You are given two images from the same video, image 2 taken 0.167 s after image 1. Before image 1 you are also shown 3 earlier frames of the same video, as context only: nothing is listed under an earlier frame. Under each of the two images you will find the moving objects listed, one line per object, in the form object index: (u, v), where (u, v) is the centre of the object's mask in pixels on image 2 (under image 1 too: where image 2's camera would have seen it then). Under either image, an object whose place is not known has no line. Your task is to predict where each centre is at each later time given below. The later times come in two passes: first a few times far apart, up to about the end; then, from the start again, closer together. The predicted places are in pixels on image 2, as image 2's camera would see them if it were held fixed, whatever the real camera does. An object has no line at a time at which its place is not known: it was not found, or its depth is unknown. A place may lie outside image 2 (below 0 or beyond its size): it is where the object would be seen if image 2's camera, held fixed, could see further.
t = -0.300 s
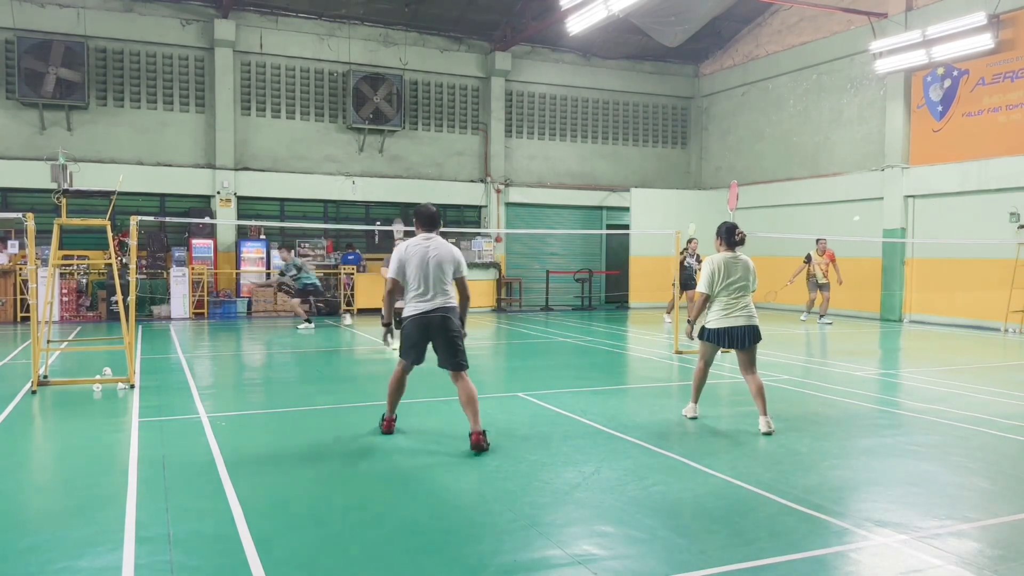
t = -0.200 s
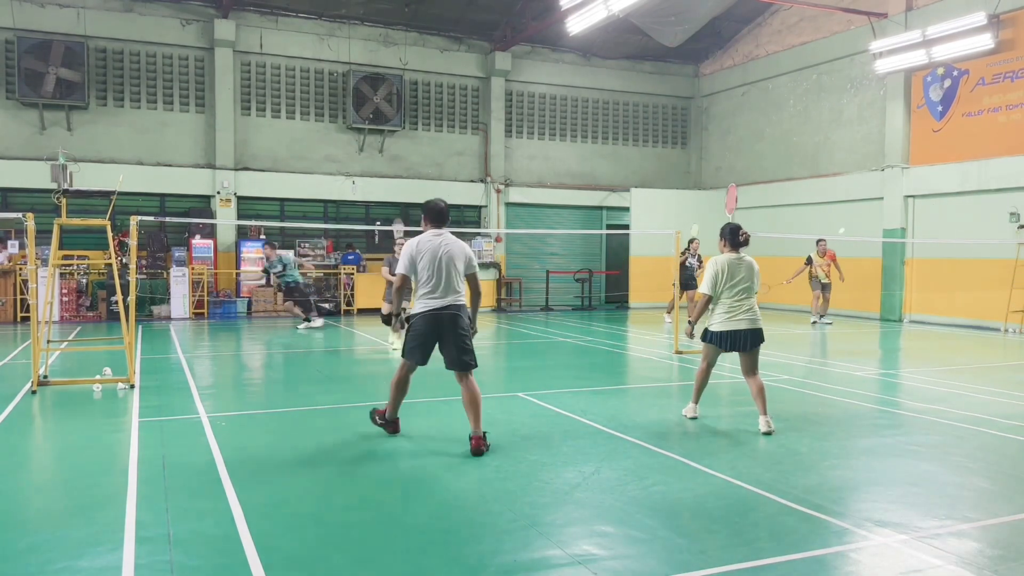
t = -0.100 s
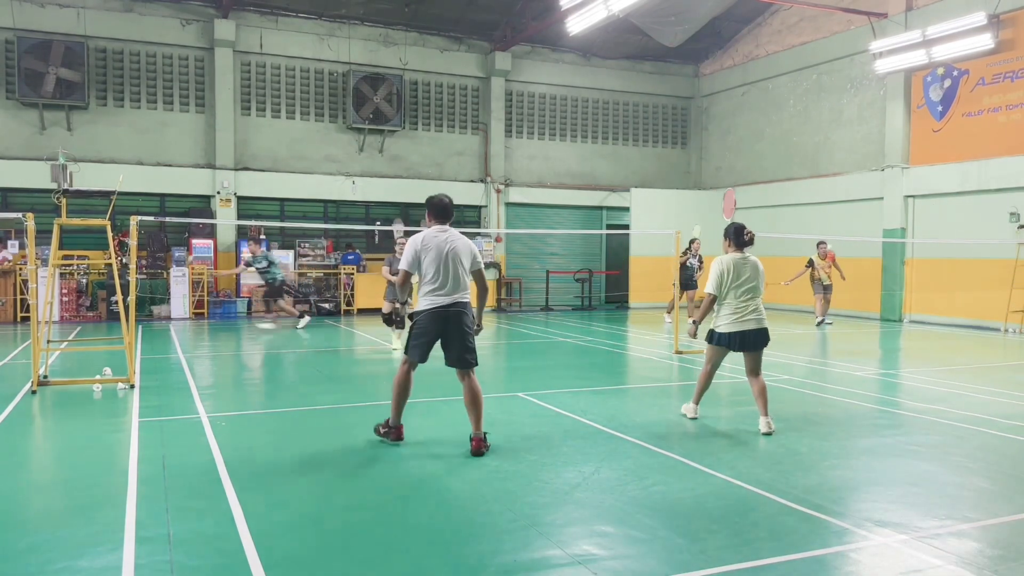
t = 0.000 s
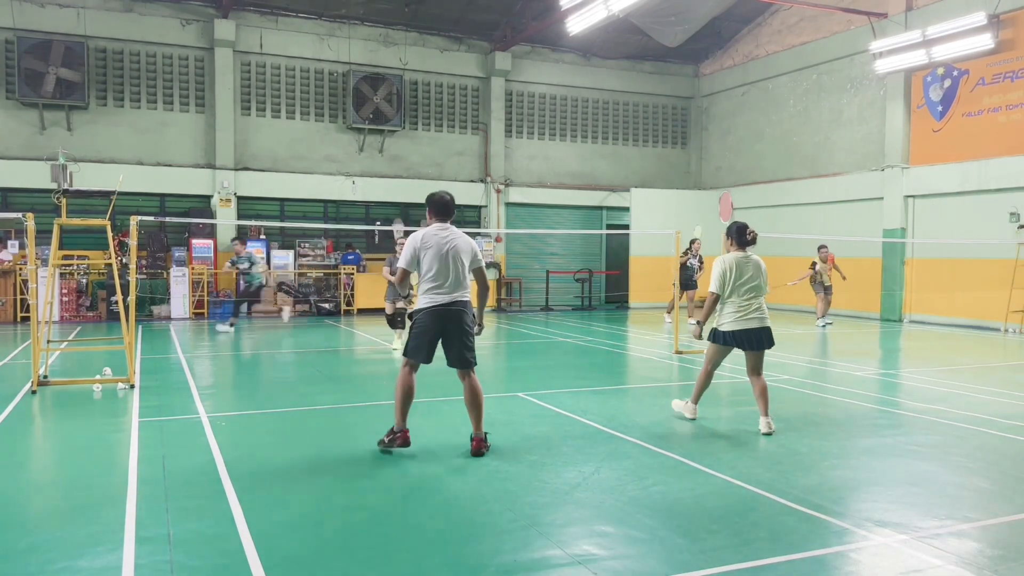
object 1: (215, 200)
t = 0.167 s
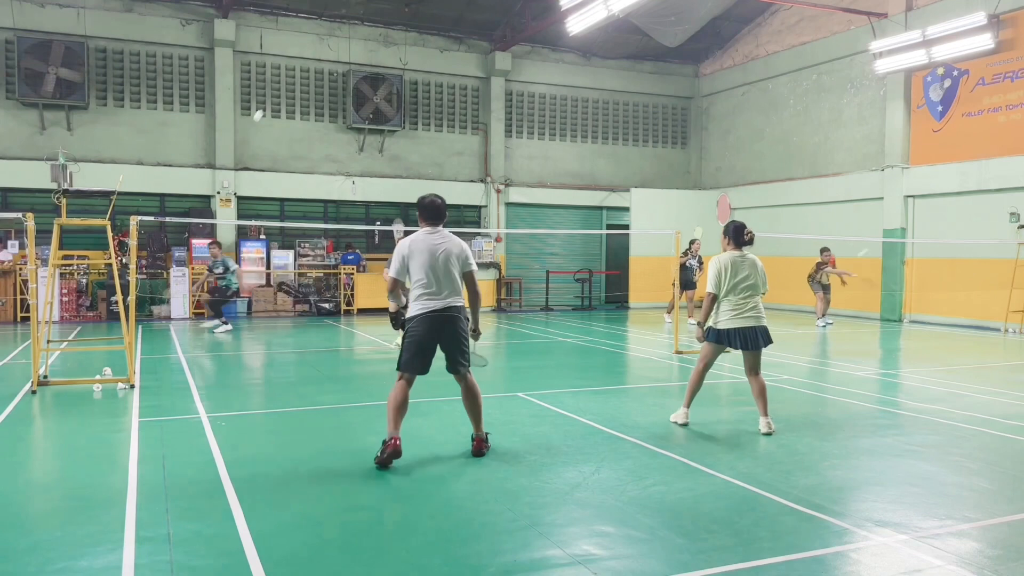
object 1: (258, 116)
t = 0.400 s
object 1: (313, 52)
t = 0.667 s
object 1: (372, 51)
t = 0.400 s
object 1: (313, 52)
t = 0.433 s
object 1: (321, 47)
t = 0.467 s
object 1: (328, 44)
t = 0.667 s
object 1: (372, 51)
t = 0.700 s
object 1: (379, 58)
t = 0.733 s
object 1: (386, 66)
